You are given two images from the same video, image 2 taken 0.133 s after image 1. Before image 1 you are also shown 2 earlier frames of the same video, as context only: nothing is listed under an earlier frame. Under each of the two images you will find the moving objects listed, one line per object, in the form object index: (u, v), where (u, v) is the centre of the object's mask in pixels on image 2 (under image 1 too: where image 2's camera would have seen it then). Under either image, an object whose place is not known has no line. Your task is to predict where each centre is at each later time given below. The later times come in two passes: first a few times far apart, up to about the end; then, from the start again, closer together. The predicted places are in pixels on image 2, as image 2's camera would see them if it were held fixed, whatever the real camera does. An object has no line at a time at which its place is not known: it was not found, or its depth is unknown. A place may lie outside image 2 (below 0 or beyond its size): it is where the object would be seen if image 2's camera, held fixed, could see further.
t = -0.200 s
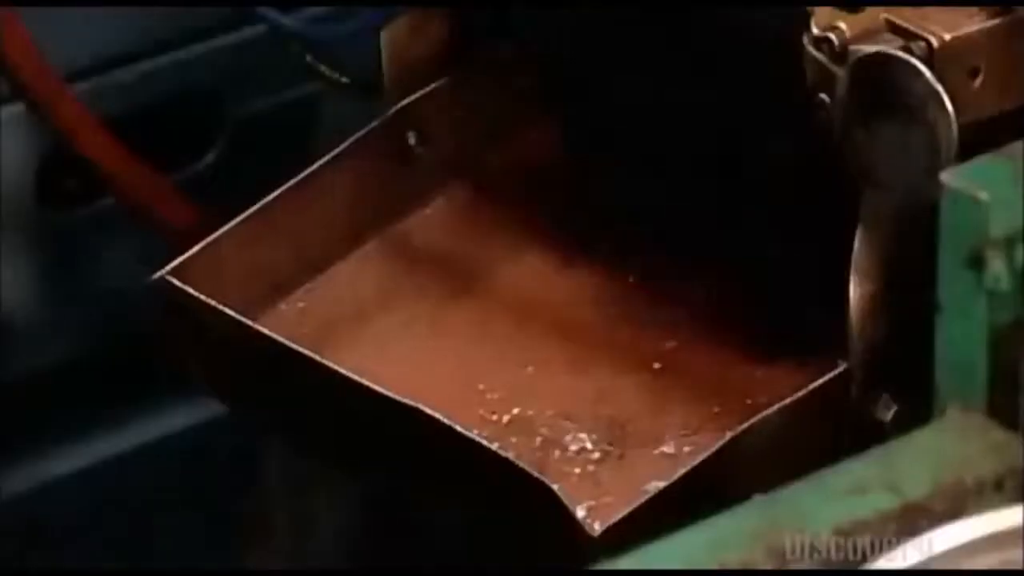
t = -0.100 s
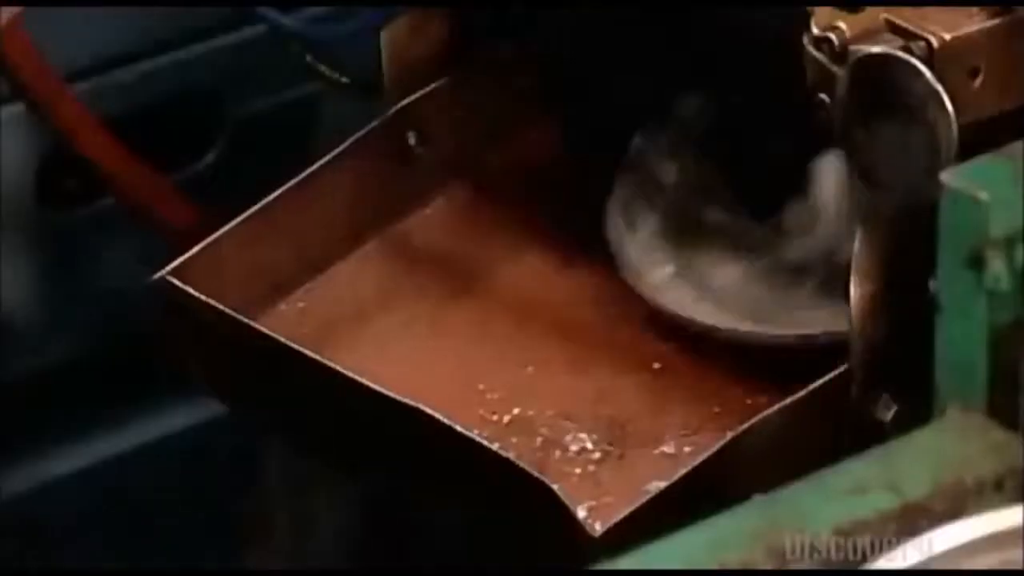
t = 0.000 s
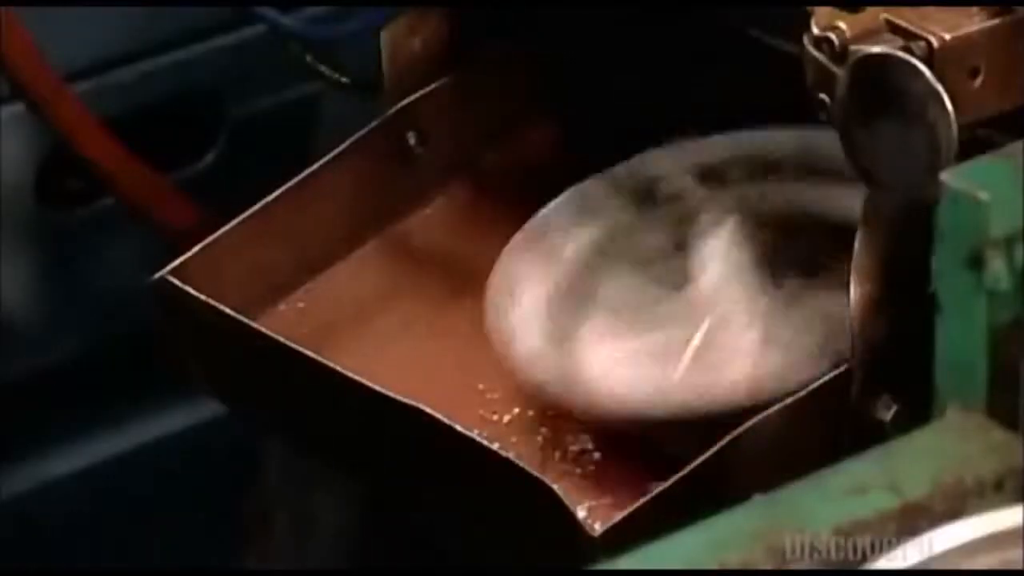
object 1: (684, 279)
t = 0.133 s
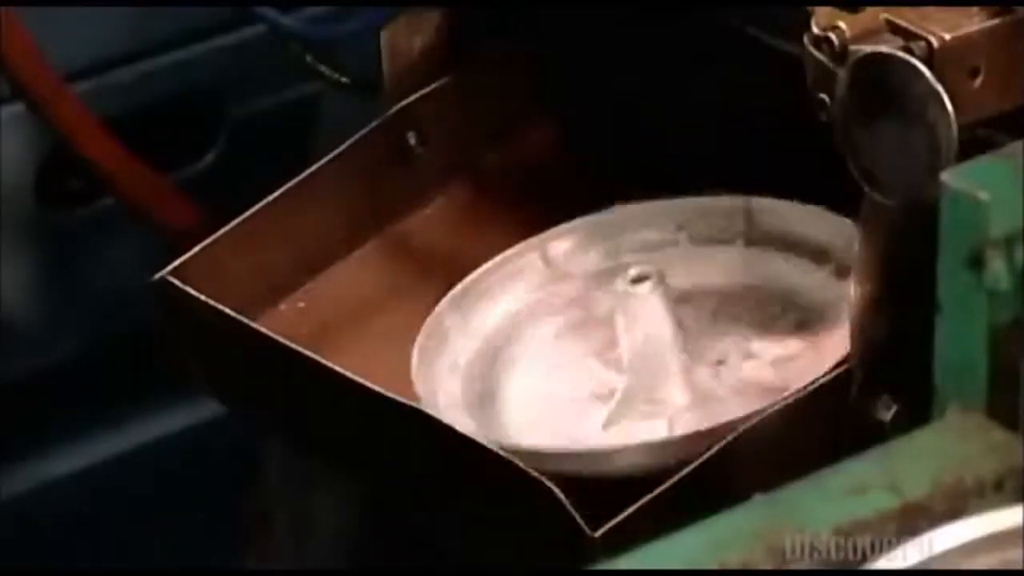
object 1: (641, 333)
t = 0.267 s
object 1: (638, 333)
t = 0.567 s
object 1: (630, 342)
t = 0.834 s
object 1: (630, 342)
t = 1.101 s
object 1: (630, 342)
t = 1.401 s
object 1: (630, 342)
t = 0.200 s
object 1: (643, 328)
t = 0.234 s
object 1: (641, 326)
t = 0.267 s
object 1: (638, 333)
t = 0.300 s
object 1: (635, 341)
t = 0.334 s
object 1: (632, 344)
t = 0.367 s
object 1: (630, 342)
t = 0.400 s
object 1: (630, 341)
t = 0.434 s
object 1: (631, 342)
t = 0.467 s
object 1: (631, 342)
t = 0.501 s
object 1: (630, 342)
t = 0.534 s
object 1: (630, 342)
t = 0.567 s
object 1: (630, 342)
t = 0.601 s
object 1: (630, 342)
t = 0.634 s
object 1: (630, 342)
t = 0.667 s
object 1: (630, 342)
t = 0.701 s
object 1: (630, 342)
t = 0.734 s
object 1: (630, 342)
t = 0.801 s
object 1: (630, 342)
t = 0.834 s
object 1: (630, 342)
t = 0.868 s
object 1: (630, 342)
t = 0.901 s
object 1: (630, 342)
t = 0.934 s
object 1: (630, 342)
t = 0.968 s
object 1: (630, 342)
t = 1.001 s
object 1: (630, 342)
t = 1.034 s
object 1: (630, 342)
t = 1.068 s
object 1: (630, 342)
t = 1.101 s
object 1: (630, 342)
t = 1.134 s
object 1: (630, 342)
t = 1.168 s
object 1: (630, 342)
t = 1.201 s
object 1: (630, 342)
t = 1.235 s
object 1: (630, 342)
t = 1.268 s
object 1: (630, 342)
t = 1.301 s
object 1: (630, 342)
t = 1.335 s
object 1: (630, 342)
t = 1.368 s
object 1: (630, 342)
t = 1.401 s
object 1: (630, 342)
